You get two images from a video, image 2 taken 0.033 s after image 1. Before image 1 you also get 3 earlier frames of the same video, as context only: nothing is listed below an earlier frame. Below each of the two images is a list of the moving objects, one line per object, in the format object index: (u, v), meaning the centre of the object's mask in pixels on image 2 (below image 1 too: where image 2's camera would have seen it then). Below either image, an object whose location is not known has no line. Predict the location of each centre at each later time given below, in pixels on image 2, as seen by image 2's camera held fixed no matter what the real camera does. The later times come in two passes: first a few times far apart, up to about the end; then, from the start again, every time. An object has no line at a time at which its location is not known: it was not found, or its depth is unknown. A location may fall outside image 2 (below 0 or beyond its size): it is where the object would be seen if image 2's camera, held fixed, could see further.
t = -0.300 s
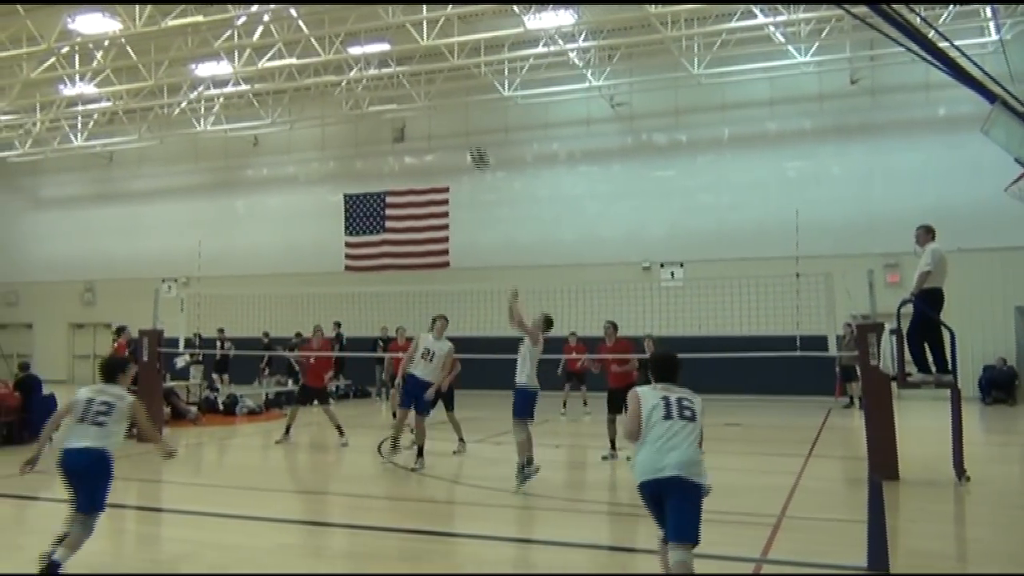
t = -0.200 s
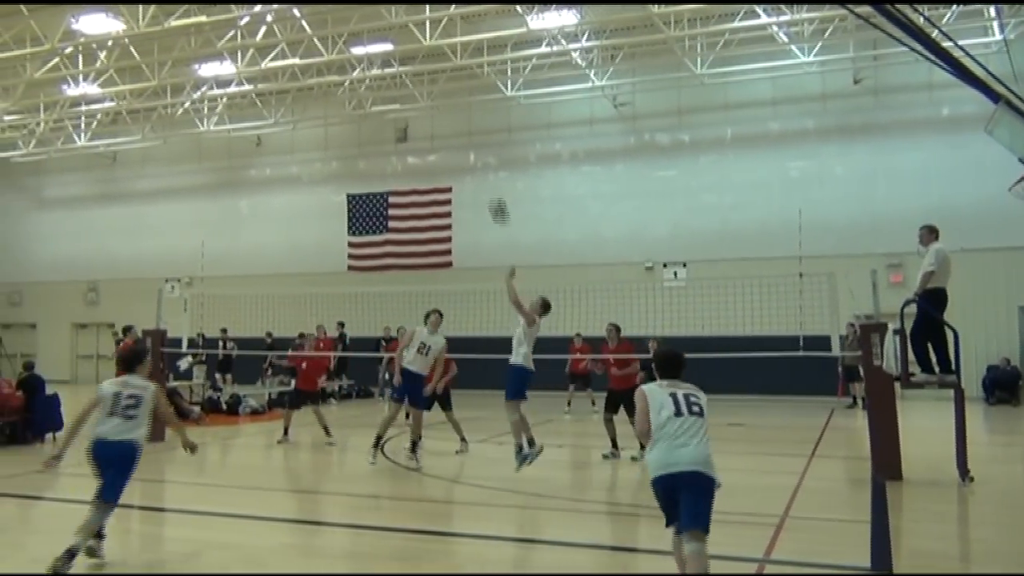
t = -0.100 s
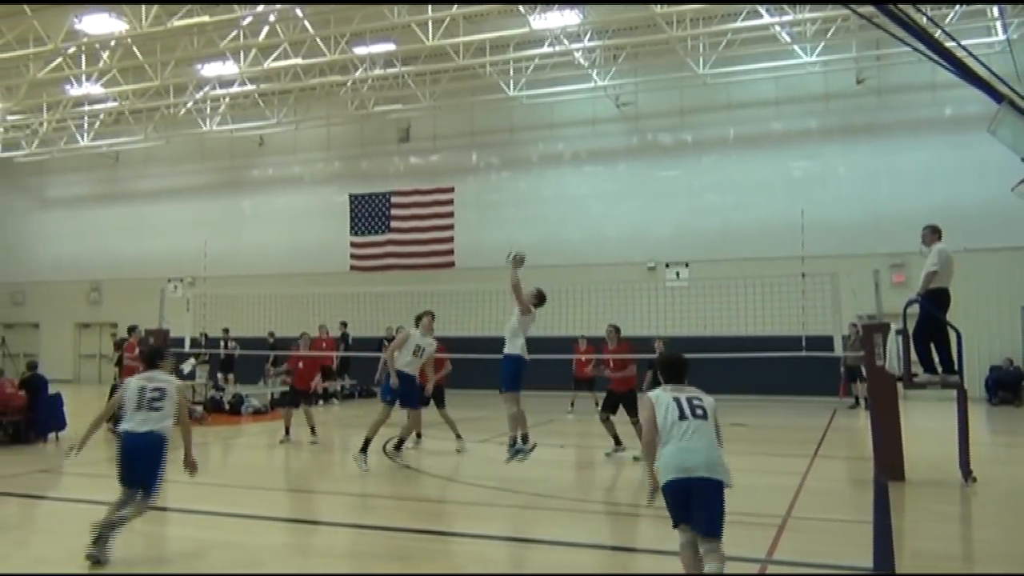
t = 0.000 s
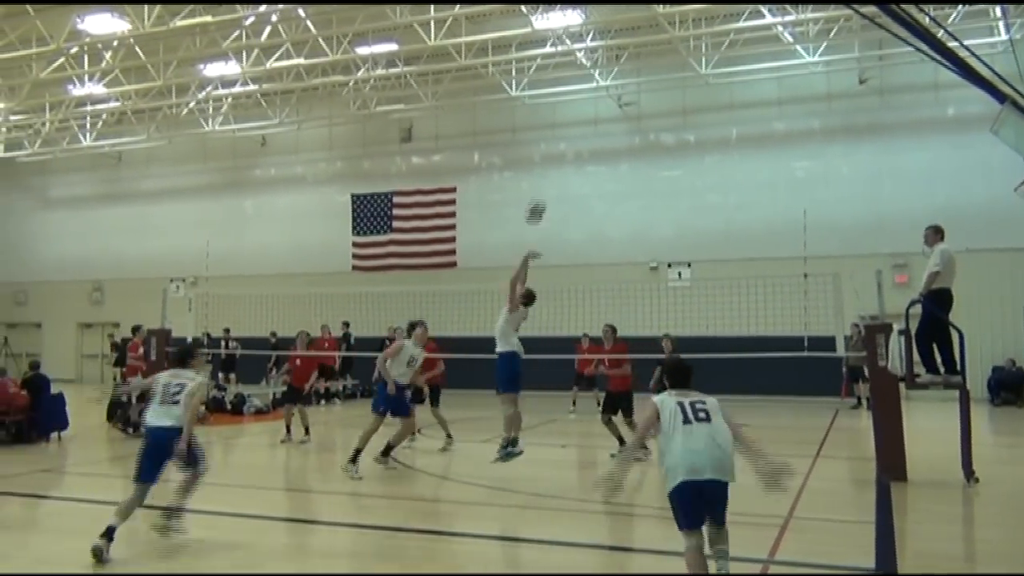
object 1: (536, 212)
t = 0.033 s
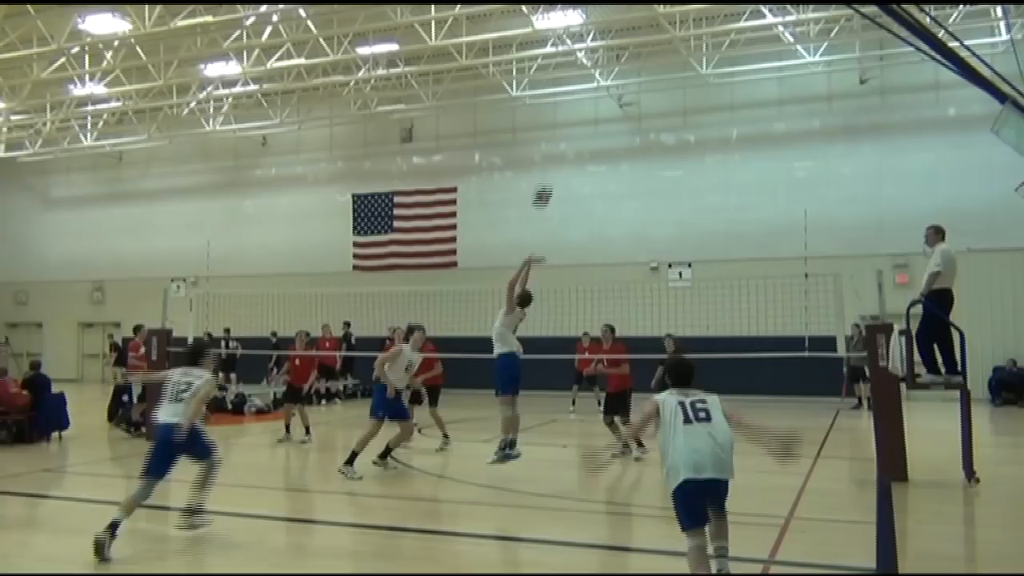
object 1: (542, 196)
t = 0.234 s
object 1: (577, 123)
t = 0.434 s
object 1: (612, 83)
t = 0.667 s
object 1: (654, 82)
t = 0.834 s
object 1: (684, 112)
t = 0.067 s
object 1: (548, 182)
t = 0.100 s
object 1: (553, 170)
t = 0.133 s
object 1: (559, 156)
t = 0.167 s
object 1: (565, 144)
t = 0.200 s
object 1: (571, 133)
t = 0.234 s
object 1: (577, 123)
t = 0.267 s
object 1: (583, 113)
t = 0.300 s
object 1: (589, 105)
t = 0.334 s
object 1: (594, 98)
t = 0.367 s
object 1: (600, 92)
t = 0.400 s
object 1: (606, 87)
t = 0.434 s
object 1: (612, 83)
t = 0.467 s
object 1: (617, 80)
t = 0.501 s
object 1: (623, 78)
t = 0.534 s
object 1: (630, 76)
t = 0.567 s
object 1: (636, 77)
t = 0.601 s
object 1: (642, 78)
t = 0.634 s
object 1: (648, 79)
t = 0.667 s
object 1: (654, 82)
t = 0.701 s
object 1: (660, 87)
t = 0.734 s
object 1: (666, 91)
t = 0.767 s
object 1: (672, 97)
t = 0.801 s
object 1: (677, 104)
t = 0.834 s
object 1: (684, 112)
